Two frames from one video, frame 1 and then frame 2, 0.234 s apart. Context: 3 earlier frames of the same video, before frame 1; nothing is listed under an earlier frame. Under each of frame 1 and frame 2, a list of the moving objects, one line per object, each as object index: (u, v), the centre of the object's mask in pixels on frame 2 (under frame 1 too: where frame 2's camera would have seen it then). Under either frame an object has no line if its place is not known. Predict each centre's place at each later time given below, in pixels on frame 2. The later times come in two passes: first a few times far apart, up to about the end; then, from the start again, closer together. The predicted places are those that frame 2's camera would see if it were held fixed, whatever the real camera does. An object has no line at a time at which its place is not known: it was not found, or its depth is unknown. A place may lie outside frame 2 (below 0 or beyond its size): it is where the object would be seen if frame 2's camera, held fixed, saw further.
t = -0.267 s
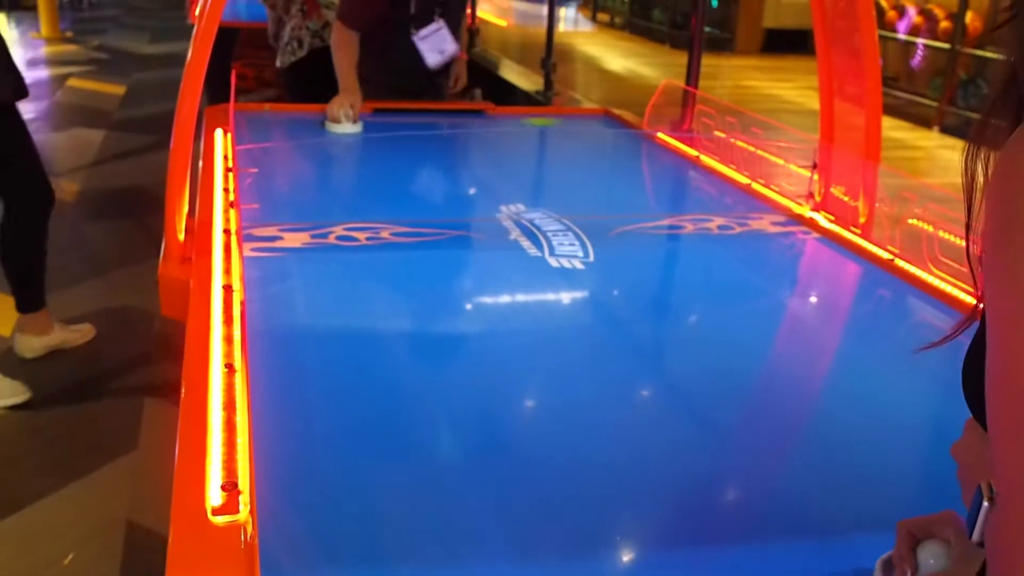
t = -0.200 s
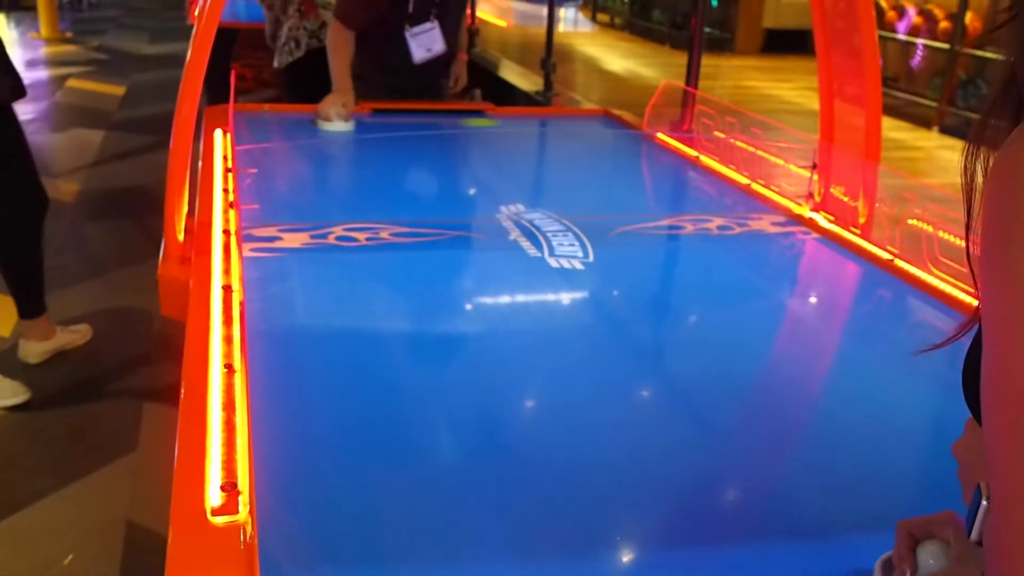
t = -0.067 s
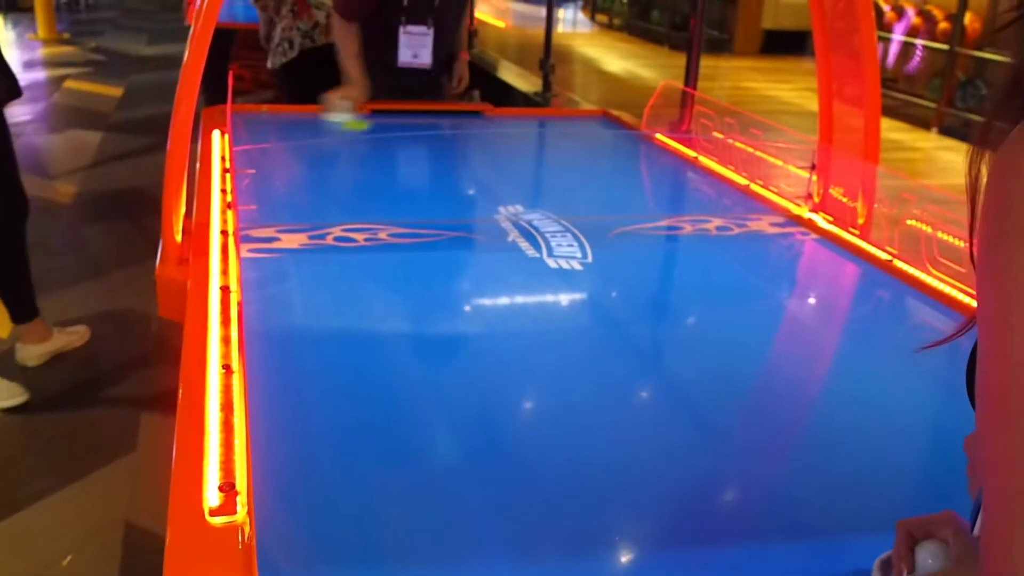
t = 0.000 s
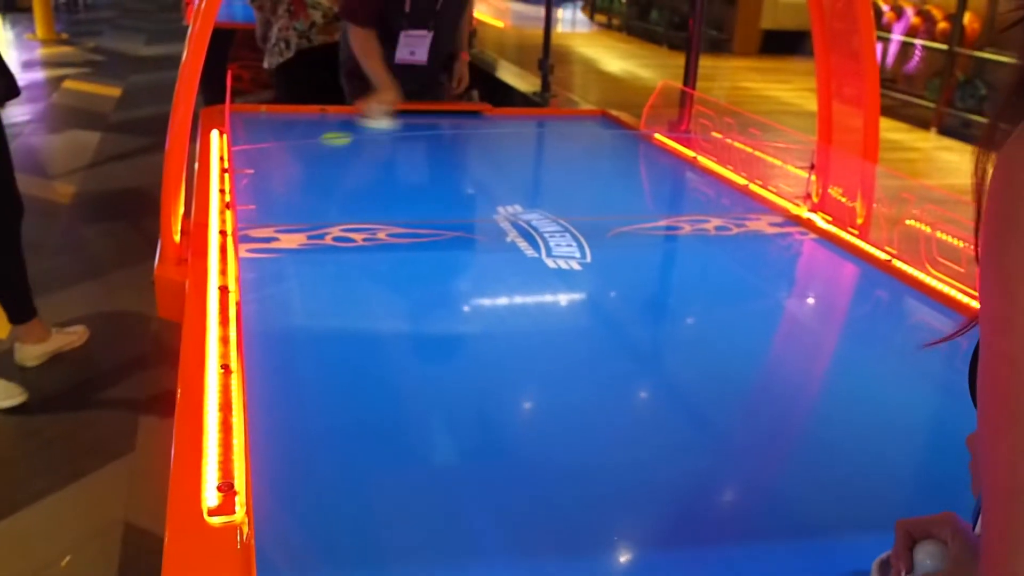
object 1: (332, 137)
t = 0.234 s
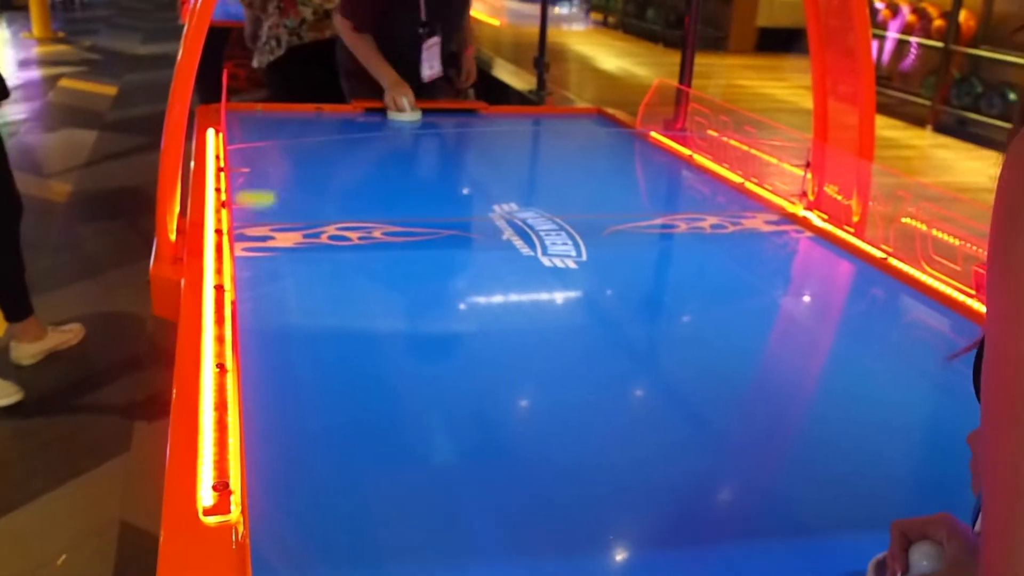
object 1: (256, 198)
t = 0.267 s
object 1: (269, 209)
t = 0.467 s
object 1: (388, 287)
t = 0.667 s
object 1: (582, 411)
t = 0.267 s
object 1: (269, 209)
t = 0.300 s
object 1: (283, 218)
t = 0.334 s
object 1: (302, 232)
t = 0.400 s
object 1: (343, 258)
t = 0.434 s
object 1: (364, 272)
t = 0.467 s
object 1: (388, 287)
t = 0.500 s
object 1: (414, 304)
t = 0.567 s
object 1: (472, 341)
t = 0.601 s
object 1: (507, 363)
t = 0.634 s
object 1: (543, 386)
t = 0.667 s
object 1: (582, 411)
